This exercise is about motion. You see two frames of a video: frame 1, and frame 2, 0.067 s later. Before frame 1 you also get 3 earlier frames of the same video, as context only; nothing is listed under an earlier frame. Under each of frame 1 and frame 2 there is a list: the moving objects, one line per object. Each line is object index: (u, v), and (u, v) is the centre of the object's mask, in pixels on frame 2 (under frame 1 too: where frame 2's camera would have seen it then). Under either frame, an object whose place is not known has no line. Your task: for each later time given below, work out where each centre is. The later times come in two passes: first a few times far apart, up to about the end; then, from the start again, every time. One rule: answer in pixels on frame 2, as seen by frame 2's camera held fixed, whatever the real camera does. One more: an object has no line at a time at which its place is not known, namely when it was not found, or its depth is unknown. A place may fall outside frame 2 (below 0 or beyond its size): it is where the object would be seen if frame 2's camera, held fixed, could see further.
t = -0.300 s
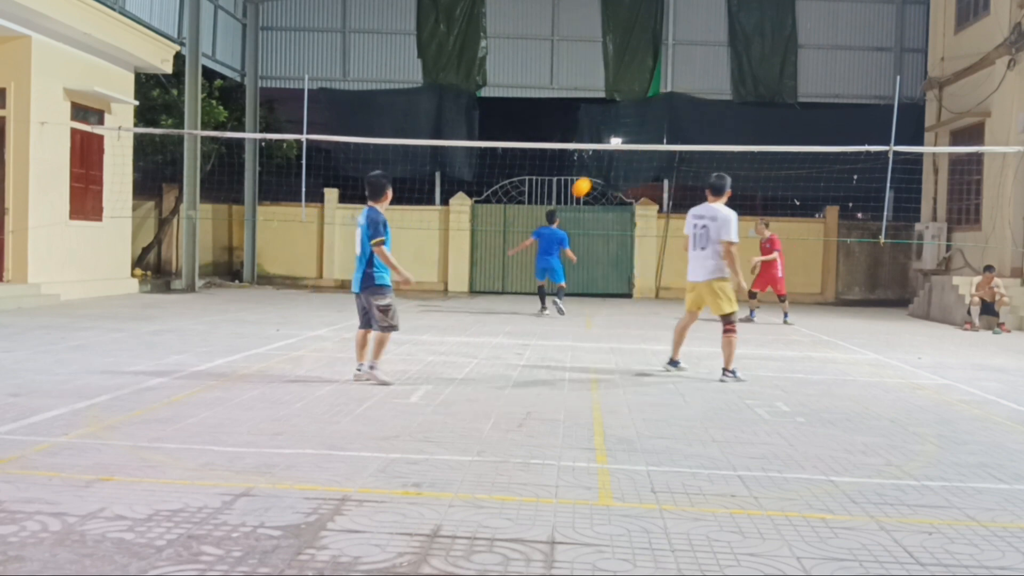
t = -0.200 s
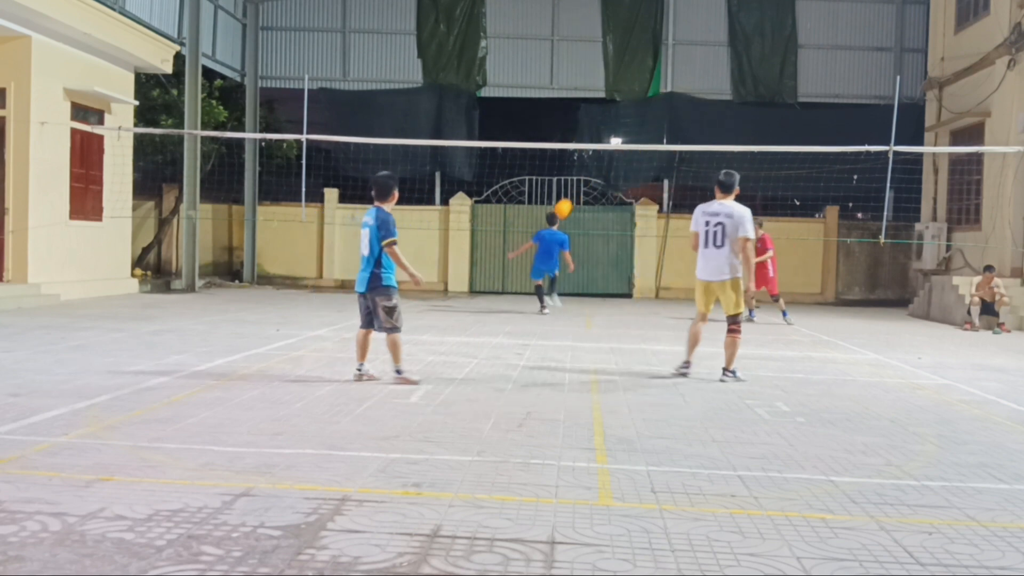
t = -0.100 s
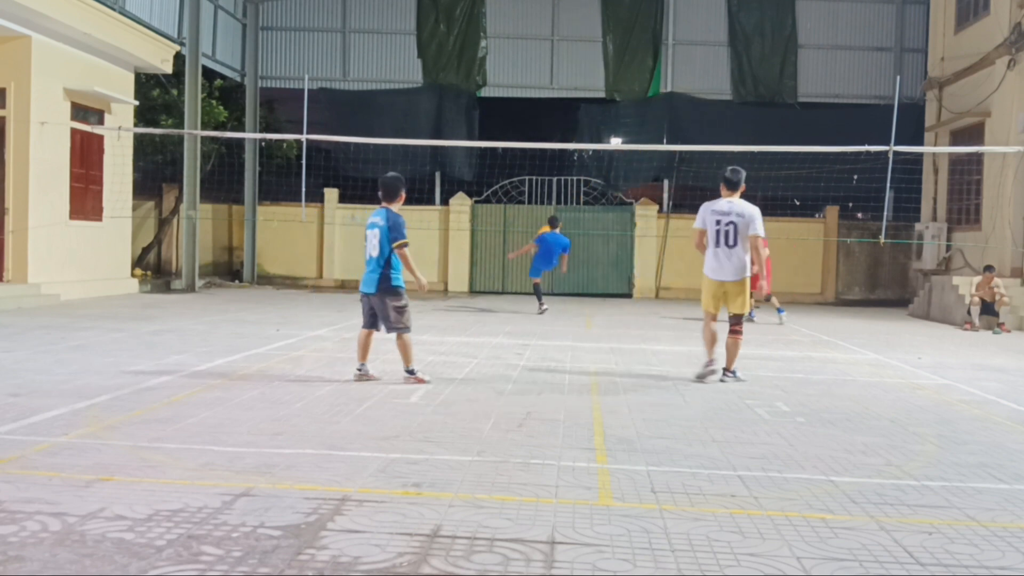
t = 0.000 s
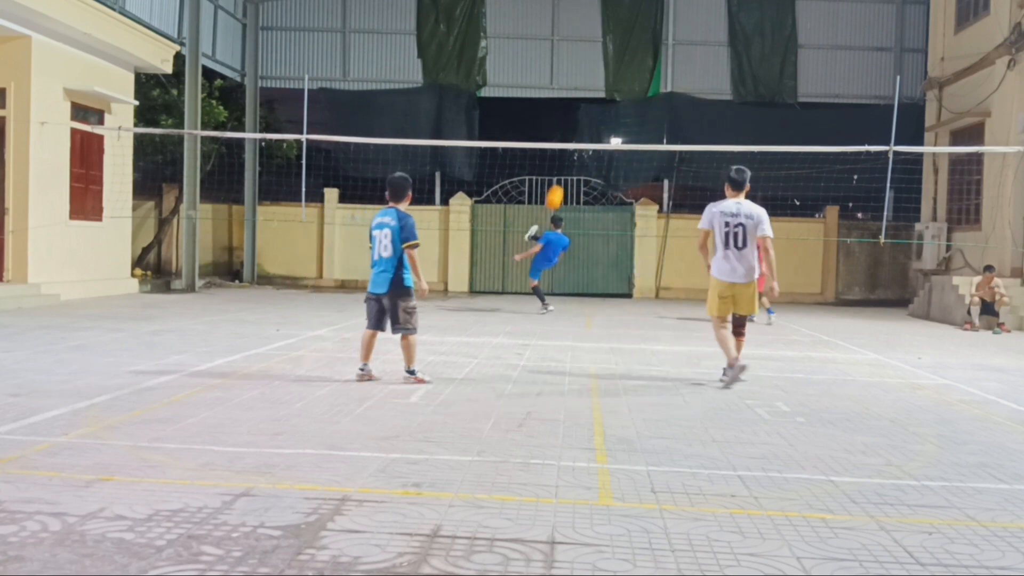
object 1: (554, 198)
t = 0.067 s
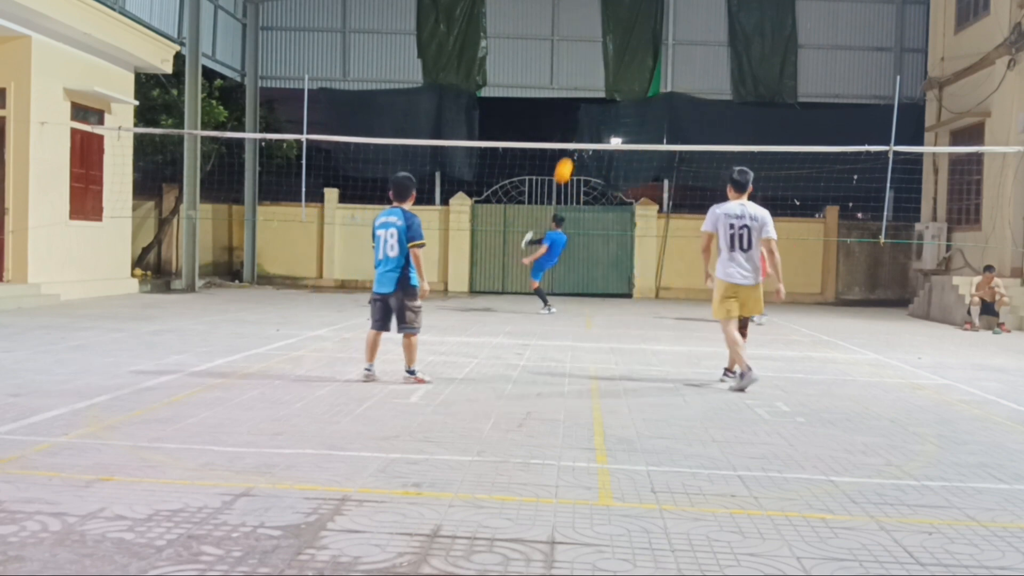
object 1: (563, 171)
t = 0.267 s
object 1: (594, 100)
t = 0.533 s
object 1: (640, 35)
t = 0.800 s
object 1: (694, 22)
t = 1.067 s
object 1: (755, 78)
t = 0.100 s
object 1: (568, 159)
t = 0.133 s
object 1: (573, 144)
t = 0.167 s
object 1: (578, 132)
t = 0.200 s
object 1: (583, 121)
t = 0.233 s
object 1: (588, 110)
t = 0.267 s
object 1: (594, 100)
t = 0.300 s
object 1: (600, 89)
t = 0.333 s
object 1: (605, 79)
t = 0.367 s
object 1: (610, 70)
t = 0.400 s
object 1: (616, 62)
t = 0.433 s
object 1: (622, 54)
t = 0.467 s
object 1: (628, 47)
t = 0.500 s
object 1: (634, 41)
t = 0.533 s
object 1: (640, 35)
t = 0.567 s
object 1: (646, 30)
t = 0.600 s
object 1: (652, 27)
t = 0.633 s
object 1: (659, 23)
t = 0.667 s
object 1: (665, 21)
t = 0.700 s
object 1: (672, 20)
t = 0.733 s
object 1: (679, 20)
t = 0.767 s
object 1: (686, 20)
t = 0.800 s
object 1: (694, 22)
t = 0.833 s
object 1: (701, 25)
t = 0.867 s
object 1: (708, 29)
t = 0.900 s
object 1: (716, 34)
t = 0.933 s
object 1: (724, 40)
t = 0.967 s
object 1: (731, 48)
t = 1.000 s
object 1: (739, 57)
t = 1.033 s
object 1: (747, 67)
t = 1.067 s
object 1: (755, 78)
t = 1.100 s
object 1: (762, 91)
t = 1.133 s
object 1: (770, 106)
